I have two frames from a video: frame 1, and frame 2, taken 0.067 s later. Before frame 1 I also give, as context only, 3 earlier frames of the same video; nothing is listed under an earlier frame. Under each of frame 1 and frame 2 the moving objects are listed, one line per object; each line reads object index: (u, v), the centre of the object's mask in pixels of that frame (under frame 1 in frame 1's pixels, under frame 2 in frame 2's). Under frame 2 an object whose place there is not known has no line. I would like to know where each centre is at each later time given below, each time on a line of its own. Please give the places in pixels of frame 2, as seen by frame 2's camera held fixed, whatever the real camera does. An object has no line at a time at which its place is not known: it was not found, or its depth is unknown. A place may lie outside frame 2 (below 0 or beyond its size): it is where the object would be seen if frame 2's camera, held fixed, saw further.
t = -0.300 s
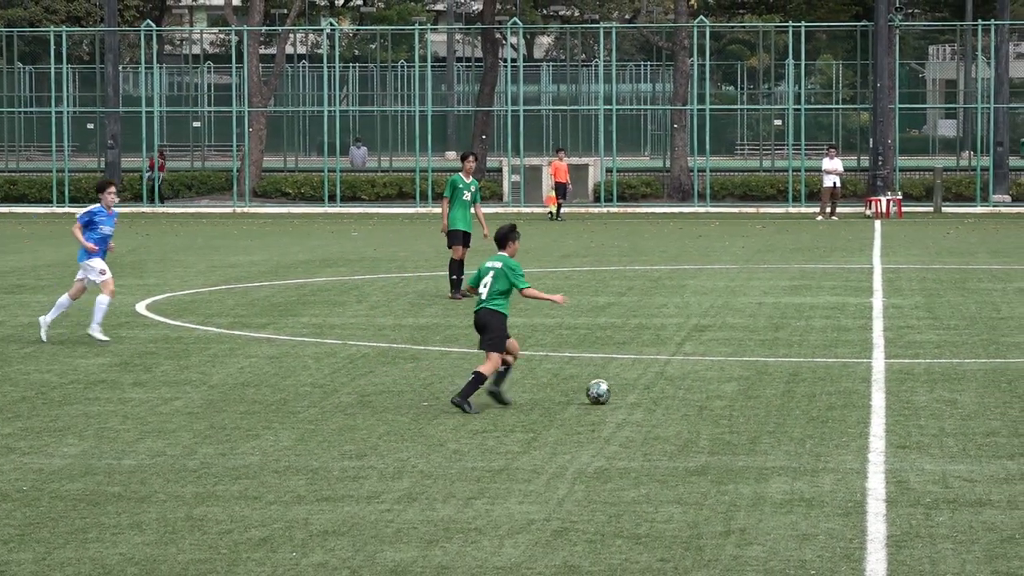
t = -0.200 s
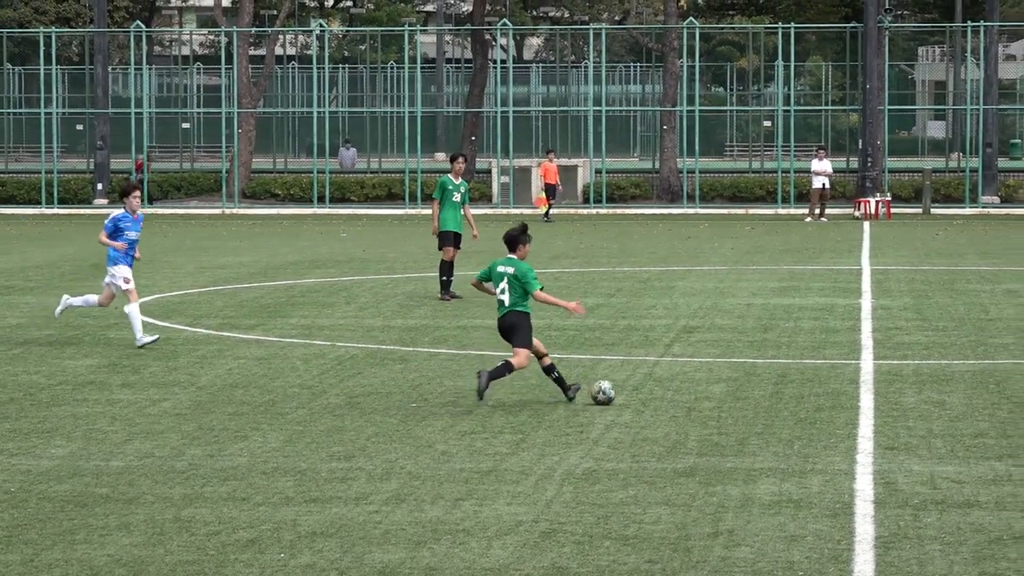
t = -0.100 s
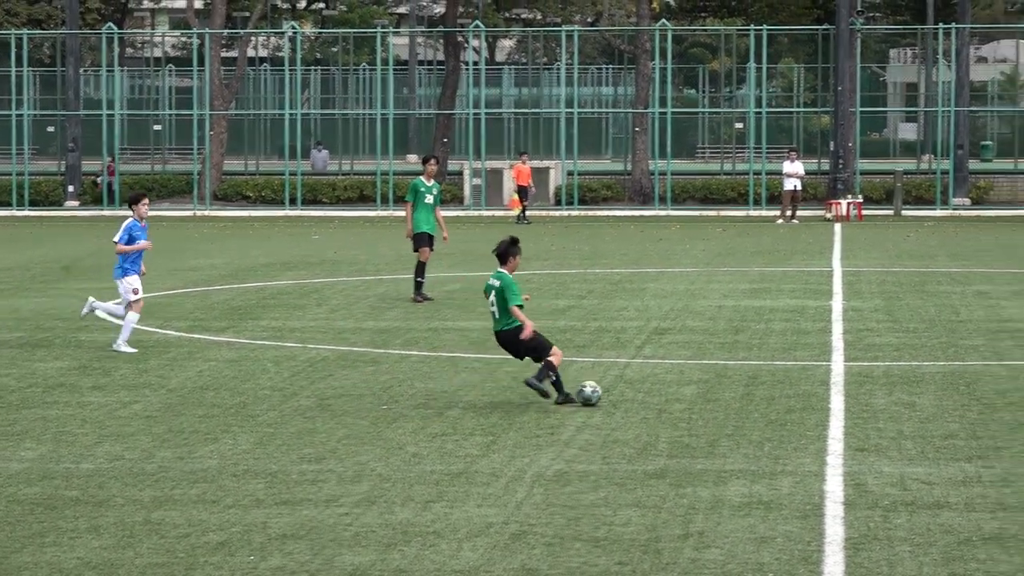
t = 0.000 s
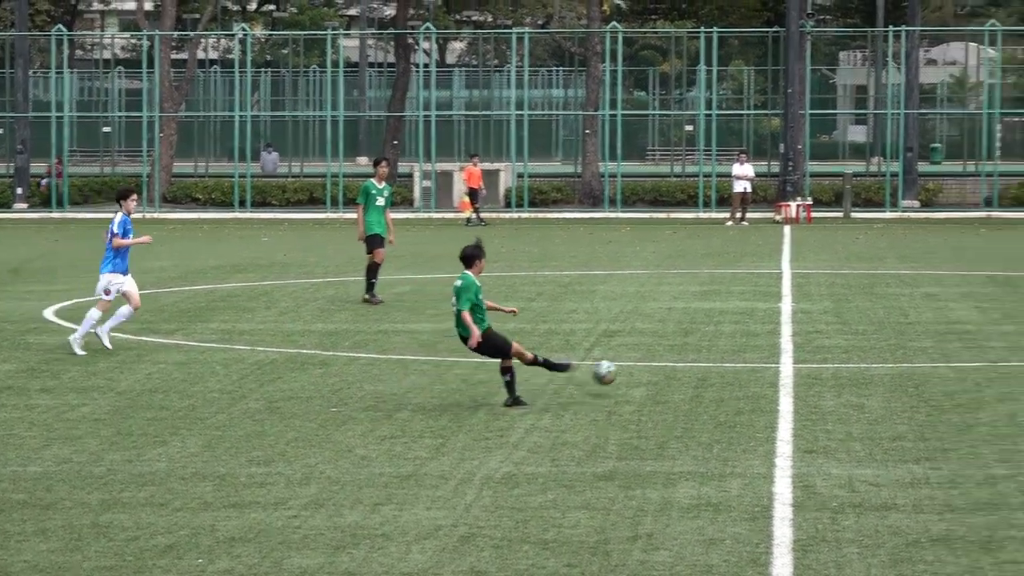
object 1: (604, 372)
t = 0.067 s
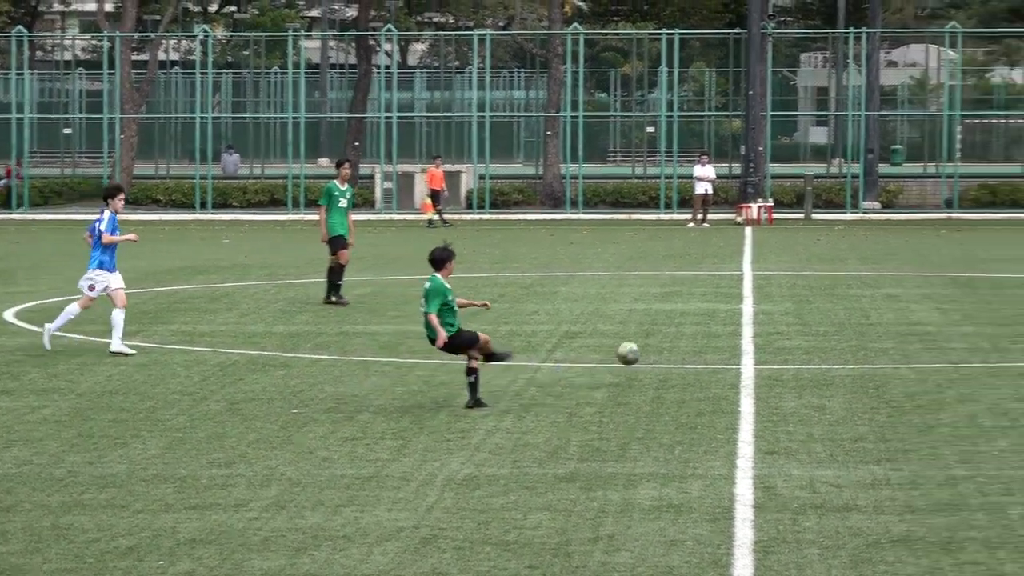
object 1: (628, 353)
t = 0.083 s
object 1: (641, 349)
